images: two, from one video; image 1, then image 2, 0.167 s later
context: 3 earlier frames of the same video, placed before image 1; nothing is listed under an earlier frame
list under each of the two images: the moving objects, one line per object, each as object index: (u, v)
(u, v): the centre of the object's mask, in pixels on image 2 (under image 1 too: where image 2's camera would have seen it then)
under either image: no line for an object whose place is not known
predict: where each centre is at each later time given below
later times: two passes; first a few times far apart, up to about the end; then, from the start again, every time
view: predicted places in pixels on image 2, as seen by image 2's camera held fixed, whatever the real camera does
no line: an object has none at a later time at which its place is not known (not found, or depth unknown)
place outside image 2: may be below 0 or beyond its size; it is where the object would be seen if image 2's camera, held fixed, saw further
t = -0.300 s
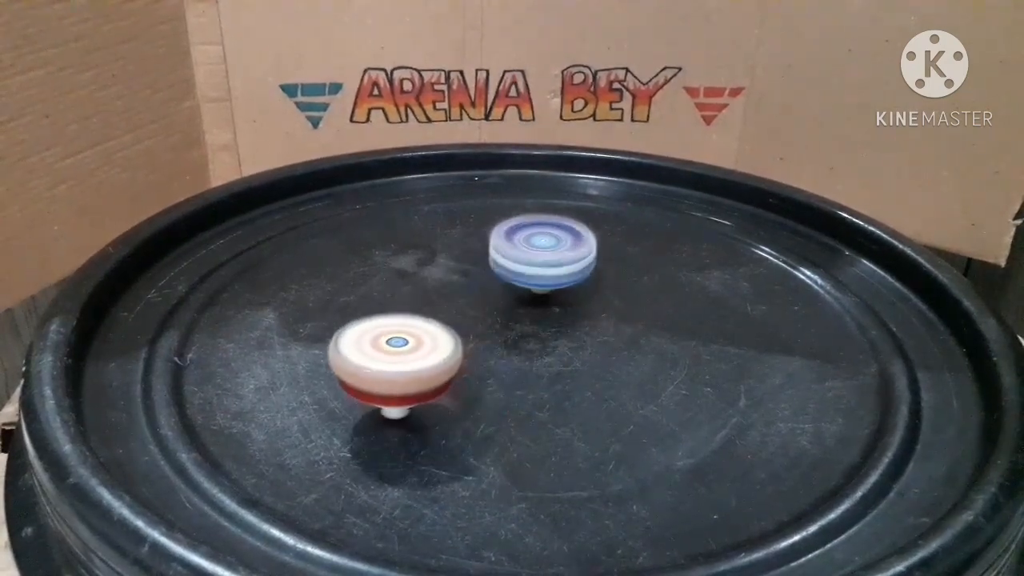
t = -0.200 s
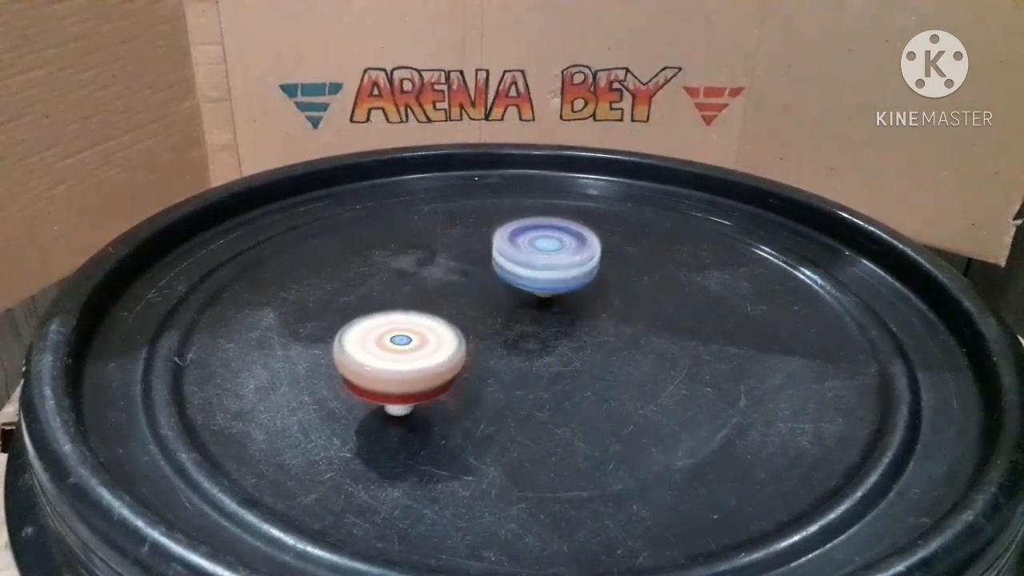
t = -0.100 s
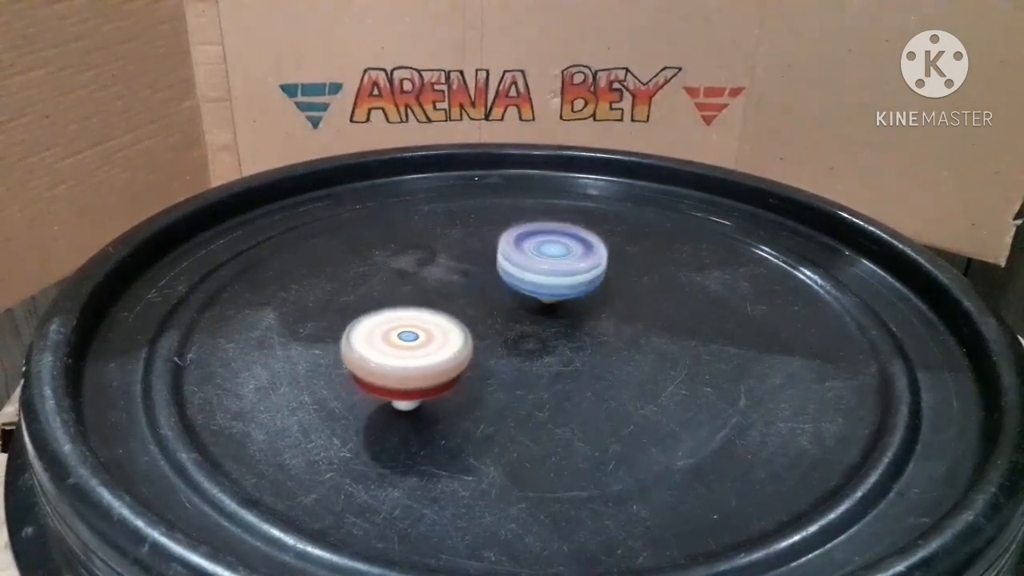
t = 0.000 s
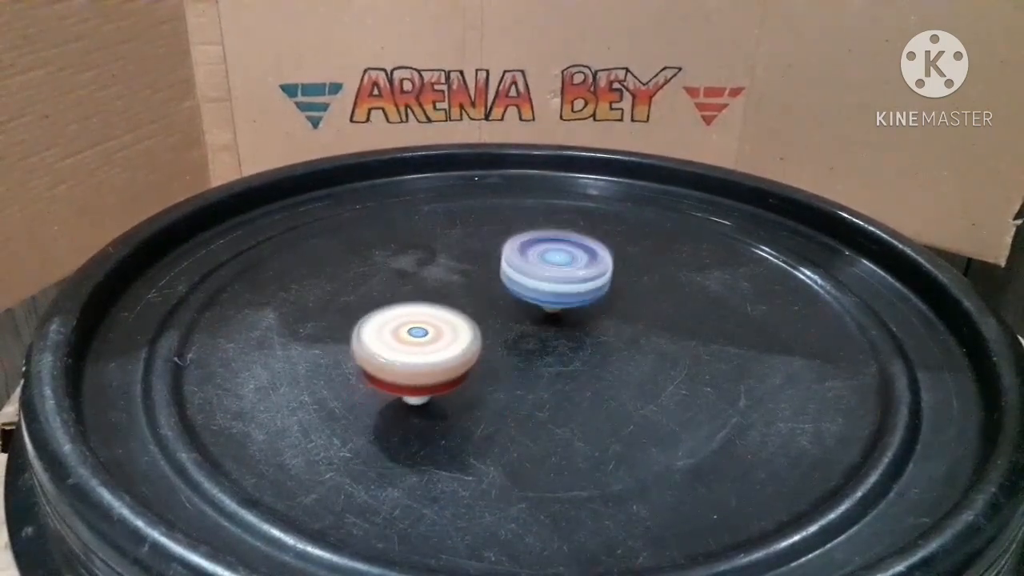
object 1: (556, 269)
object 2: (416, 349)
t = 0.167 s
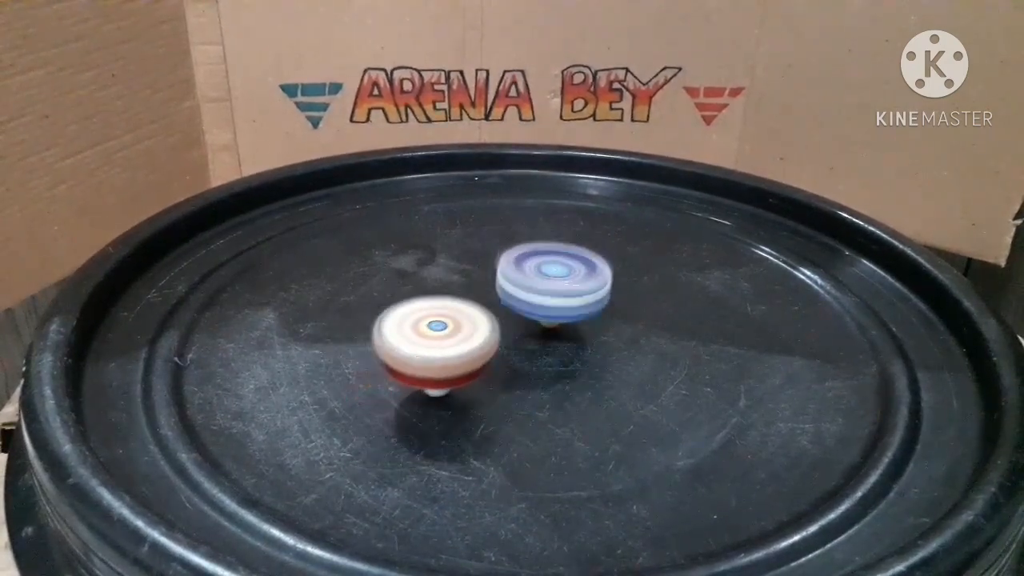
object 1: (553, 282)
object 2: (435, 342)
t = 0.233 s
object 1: (554, 288)
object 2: (445, 340)
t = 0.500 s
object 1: (607, 300)
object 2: (429, 352)
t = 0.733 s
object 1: (673, 291)
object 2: (392, 364)
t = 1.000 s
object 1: (699, 279)
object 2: (376, 358)
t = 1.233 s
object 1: (685, 280)
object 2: (396, 342)
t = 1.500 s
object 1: (618, 292)
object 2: (442, 327)
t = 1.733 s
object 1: (583, 303)
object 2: (449, 332)
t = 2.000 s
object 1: (591, 307)
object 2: (426, 342)
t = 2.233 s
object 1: (592, 311)
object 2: (405, 340)
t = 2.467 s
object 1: (586, 317)
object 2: (404, 331)
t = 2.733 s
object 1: (579, 326)
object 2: (427, 322)
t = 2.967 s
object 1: (580, 337)
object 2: (450, 319)
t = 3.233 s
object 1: (601, 353)
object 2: (454, 319)
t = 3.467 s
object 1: (608, 356)
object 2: (460, 320)
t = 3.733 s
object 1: (597, 355)
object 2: (464, 323)
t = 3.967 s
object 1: (577, 355)
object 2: (460, 323)
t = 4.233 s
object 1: (560, 362)
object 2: (452, 317)
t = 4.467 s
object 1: (542, 369)
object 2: (457, 309)
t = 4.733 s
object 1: (520, 376)
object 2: (472, 302)
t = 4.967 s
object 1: (503, 382)
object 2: (483, 303)
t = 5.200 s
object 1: (489, 388)
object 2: (486, 307)
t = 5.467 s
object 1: (472, 391)
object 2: (479, 309)
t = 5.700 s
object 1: (461, 390)
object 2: (473, 307)
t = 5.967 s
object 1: (443, 385)
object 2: (478, 304)
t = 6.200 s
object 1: (421, 377)
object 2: (486, 304)
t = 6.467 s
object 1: (393, 365)
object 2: (494, 311)
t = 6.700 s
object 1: (377, 353)
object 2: (494, 315)
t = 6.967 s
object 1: (351, 338)
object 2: (495, 318)
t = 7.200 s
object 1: (338, 328)
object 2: (496, 319)
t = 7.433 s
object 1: (347, 319)
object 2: (489, 321)
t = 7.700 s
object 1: (361, 301)
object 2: (486, 321)
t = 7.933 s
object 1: (367, 286)
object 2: (488, 323)
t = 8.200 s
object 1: (378, 274)
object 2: (486, 323)
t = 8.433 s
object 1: (389, 268)
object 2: (484, 321)
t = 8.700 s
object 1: (410, 262)
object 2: (485, 317)
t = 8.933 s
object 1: (437, 258)
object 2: (493, 314)
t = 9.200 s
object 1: (475, 253)
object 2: (500, 315)
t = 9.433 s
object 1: (503, 253)
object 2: (495, 319)
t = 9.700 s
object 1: (525, 254)
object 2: (482, 318)
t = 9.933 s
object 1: (546, 258)
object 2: (477, 312)
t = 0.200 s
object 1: (553, 285)
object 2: (440, 340)
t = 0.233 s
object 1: (554, 288)
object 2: (445, 340)
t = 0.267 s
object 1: (555, 291)
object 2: (449, 339)
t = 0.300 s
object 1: (557, 294)
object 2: (454, 338)
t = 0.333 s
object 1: (560, 297)
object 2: (458, 337)
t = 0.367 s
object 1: (563, 300)
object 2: (462, 337)
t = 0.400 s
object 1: (570, 301)
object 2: (457, 341)
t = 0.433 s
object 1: (583, 300)
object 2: (445, 345)
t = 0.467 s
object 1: (595, 300)
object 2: (436, 349)
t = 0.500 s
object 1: (607, 300)
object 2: (429, 352)
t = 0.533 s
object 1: (619, 299)
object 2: (423, 354)
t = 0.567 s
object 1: (629, 298)
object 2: (418, 356)
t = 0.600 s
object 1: (639, 297)
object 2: (413, 358)
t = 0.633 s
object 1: (649, 295)
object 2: (407, 360)
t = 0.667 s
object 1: (658, 294)
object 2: (402, 361)
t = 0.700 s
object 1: (666, 292)
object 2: (397, 363)
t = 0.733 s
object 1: (673, 291)
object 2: (392, 364)
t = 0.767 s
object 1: (680, 289)
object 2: (387, 364)
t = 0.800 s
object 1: (686, 288)
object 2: (383, 364)
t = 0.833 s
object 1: (690, 285)
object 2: (380, 363)
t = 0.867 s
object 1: (693, 284)
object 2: (378, 363)
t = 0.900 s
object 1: (696, 283)
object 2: (377, 362)
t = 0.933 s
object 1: (698, 281)
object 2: (375, 361)
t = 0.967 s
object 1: (699, 280)
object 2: (375, 359)
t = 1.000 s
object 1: (699, 279)
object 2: (376, 358)
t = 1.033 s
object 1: (699, 279)
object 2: (376, 356)
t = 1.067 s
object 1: (698, 278)
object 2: (378, 354)
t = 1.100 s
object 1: (697, 278)
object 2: (380, 352)
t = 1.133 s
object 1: (696, 278)
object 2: (383, 349)
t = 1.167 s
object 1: (693, 279)
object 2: (387, 347)
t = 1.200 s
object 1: (689, 279)
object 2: (391, 344)
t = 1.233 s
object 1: (685, 280)
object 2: (396, 342)
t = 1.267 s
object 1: (679, 280)
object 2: (401, 340)
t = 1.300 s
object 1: (673, 282)
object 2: (406, 338)
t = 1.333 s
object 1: (665, 283)
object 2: (411, 336)
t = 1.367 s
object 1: (657, 284)
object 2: (417, 333)
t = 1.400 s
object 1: (648, 286)
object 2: (423, 331)
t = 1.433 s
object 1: (638, 288)
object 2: (430, 329)
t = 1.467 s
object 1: (628, 290)
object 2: (436, 328)
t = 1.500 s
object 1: (618, 292)
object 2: (442, 327)
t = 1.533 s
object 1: (608, 295)
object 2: (449, 326)
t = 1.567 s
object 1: (597, 297)
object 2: (455, 325)
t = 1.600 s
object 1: (588, 299)
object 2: (463, 325)
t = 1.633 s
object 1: (581, 302)
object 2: (466, 326)
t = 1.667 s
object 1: (582, 302)
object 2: (458, 328)
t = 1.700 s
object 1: (582, 302)
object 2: (453, 330)
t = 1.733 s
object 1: (583, 303)
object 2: (449, 332)
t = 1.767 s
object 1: (584, 303)
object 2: (447, 334)
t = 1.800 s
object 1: (585, 304)
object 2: (445, 336)
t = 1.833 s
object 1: (587, 304)
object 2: (442, 337)
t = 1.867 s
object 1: (588, 305)
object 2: (439, 339)
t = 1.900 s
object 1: (589, 305)
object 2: (436, 340)
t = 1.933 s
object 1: (590, 306)
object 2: (434, 341)
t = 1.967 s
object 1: (591, 306)
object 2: (430, 342)
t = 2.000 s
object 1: (591, 307)
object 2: (426, 342)
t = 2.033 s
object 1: (592, 307)
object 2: (422, 343)
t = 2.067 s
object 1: (592, 308)
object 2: (419, 343)
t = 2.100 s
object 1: (592, 308)
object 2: (415, 342)
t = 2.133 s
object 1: (592, 309)
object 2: (412, 342)
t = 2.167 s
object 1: (592, 310)
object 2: (409, 341)
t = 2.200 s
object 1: (592, 310)
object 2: (407, 341)
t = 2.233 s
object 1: (592, 311)
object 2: (405, 340)
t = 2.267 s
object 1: (591, 312)
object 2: (404, 339)
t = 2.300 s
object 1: (591, 312)
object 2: (402, 338)
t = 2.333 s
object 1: (590, 313)
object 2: (402, 337)
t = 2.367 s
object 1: (589, 314)
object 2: (402, 336)
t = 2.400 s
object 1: (589, 315)
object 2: (402, 334)
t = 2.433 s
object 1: (587, 316)
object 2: (403, 333)
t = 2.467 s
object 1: (586, 317)
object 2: (404, 331)
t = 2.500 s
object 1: (585, 318)
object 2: (406, 330)
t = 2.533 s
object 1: (584, 319)
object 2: (408, 329)
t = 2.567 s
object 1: (583, 320)
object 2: (410, 327)
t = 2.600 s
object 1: (583, 321)
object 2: (413, 326)
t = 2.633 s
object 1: (582, 322)
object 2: (416, 325)
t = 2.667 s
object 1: (581, 323)
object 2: (419, 324)
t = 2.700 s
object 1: (580, 325)
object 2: (423, 323)
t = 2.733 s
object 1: (579, 326)
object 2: (427, 322)
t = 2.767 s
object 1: (579, 328)
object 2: (430, 321)
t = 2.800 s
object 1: (578, 329)
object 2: (435, 321)
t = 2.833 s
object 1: (577, 331)
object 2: (439, 320)
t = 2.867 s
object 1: (576, 332)
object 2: (443, 320)
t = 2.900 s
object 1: (575, 334)
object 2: (448, 320)
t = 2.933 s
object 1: (576, 335)
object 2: (451, 320)
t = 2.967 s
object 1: (580, 337)
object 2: (450, 319)
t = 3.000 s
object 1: (583, 340)
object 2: (451, 319)
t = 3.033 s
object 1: (587, 342)
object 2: (452, 318)
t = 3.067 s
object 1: (590, 345)
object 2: (452, 318)
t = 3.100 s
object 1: (593, 347)
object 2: (453, 318)
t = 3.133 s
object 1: (596, 349)
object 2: (453, 318)
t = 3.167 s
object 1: (598, 351)
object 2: (454, 318)
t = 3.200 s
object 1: (600, 352)
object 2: (454, 319)
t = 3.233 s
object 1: (601, 353)
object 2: (454, 319)
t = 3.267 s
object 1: (603, 354)
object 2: (455, 319)
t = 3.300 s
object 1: (605, 355)
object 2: (456, 319)
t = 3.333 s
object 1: (606, 355)
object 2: (457, 319)
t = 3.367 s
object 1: (607, 356)
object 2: (458, 319)
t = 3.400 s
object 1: (608, 356)
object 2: (458, 320)
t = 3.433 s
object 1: (608, 356)
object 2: (459, 320)
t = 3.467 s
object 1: (608, 356)
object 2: (460, 320)
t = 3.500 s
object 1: (608, 356)
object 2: (461, 320)
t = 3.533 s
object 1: (608, 356)
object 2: (462, 321)
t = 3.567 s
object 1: (607, 356)
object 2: (462, 321)
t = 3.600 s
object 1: (606, 356)
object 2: (463, 322)
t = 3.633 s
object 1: (604, 356)
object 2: (463, 322)
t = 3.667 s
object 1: (602, 356)
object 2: (464, 322)
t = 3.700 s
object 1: (600, 355)
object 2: (464, 323)
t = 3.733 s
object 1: (597, 355)
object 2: (464, 323)
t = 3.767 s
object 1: (594, 355)
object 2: (464, 324)
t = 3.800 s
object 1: (590, 355)
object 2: (464, 324)
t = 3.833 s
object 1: (586, 354)
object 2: (464, 324)
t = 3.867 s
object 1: (582, 354)
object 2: (464, 325)
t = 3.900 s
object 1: (580, 354)
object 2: (462, 325)
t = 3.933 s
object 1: (578, 355)
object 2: (461, 324)
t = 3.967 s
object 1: (577, 355)
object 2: (460, 323)
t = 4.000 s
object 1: (575, 356)
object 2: (458, 323)
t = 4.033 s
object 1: (573, 357)
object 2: (457, 322)
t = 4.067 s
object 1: (572, 357)
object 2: (456, 321)
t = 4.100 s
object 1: (569, 359)
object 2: (455, 320)
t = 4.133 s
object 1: (568, 359)
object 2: (454, 320)
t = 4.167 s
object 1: (565, 360)
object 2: (453, 319)
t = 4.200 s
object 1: (563, 361)
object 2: (453, 318)
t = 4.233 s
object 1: (560, 362)
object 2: (452, 317)
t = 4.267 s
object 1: (558, 363)
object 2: (452, 316)
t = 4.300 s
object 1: (556, 364)
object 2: (452, 315)
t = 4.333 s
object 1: (552, 365)
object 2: (452, 313)
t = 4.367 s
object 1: (550, 366)
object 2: (453, 313)
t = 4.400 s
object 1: (547, 367)
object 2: (454, 312)
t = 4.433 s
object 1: (545, 368)
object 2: (455, 311)
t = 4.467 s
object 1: (542, 369)
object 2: (457, 309)
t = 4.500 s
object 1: (539, 370)
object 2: (458, 308)
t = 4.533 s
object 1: (537, 371)
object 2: (460, 307)
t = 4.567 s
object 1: (535, 371)
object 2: (462, 306)
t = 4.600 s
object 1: (532, 372)
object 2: (463, 305)
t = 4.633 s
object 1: (528, 373)
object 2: (466, 304)
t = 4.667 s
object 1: (526, 374)
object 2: (467, 303)
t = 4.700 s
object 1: (523, 375)
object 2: (470, 302)
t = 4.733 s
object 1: (520, 376)
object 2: (472, 302)
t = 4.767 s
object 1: (518, 377)
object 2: (474, 302)
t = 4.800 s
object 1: (516, 378)
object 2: (476, 303)
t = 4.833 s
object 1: (513, 379)
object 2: (477, 303)
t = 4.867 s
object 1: (510, 380)
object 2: (478, 303)
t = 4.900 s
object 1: (508, 381)
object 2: (480, 303)
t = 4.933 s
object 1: (506, 382)
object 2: (481, 304)
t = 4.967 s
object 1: (503, 382)
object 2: (483, 303)
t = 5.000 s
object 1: (501, 383)
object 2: (483, 304)
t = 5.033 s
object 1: (499, 384)
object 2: (484, 305)
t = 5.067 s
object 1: (497, 384)
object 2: (486, 305)
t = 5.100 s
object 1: (495, 385)
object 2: (485, 307)
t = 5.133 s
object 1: (493, 386)
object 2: (486, 307)
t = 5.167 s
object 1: (491, 387)
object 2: (486, 307)
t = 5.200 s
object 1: (489, 388)
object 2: (486, 307)
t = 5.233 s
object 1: (486, 388)
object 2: (486, 308)
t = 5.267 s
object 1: (484, 389)
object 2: (485, 308)
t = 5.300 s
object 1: (481, 390)
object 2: (484, 308)
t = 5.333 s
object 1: (480, 390)
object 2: (483, 308)
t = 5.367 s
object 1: (478, 391)
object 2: (482, 309)
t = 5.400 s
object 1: (476, 391)
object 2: (481, 309)
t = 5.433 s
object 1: (474, 391)
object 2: (480, 309)
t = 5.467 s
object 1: (472, 391)
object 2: (479, 309)
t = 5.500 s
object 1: (471, 391)
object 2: (478, 309)
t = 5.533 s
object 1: (469, 391)
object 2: (477, 309)
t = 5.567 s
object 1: (468, 391)
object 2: (477, 308)
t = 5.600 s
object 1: (466, 391)
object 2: (476, 308)
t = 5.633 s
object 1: (465, 391)
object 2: (475, 308)
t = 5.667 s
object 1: (462, 390)
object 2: (474, 307)
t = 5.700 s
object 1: (461, 390)
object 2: (473, 307)
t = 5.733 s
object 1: (459, 390)
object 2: (473, 306)
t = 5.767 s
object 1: (457, 389)
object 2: (474, 306)
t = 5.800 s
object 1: (455, 389)
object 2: (474, 306)
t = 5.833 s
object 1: (453, 388)
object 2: (475, 305)
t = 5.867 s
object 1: (451, 387)
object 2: (475, 305)
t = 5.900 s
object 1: (448, 387)
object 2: (475, 304)
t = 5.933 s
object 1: (446, 385)
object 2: (477, 304)
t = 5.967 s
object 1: (443, 385)
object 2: (478, 304)
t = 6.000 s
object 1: (440, 383)
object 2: (479, 304)
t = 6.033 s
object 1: (437, 383)
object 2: (480, 303)
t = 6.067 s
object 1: (434, 381)
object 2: (481, 303)
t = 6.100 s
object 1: (431, 380)
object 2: (482, 303)
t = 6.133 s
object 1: (428, 380)
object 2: (484, 303)
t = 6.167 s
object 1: (425, 378)
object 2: (485, 303)
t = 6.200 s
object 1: (421, 377)
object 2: (486, 304)
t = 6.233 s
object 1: (417, 376)
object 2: (488, 305)
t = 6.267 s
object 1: (414, 374)
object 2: (489, 306)
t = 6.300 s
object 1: (410, 373)
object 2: (490, 307)
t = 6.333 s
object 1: (406, 372)
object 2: (491, 308)
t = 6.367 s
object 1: (403, 370)
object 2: (492, 308)
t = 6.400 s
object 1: (399, 368)
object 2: (492, 309)
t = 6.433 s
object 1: (396, 367)
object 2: (493, 310)
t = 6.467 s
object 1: (393, 365)
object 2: (494, 311)
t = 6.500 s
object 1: (390, 363)
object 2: (494, 311)
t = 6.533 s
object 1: (388, 362)
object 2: (494, 312)
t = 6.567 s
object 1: (385, 360)
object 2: (494, 313)
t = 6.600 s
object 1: (382, 358)
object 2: (494, 314)
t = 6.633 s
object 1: (380, 356)
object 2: (494, 314)
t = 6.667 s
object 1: (378, 355)
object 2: (494, 315)
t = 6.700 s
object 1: (377, 353)
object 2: (494, 315)
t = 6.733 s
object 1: (374, 351)
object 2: (492, 315)
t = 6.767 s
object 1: (372, 349)
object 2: (491, 316)
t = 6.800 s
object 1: (371, 347)
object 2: (490, 316)
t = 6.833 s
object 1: (370, 345)
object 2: (490, 317)
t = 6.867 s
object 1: (365, 344)
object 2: (492, 317)
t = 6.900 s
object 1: (360, 342)
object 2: (493, 317)
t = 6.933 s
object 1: (356, 340)
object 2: (494, 317)
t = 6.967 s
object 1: (351, 338)
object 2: (495, 318)
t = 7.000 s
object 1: (348, 337)
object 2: (497, 318)
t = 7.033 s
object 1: (345, 335)
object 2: (498, 318)
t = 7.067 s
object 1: (343, 334)
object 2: (498, 319)
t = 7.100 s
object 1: (341, 332)
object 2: (498, 319)
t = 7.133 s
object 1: (339, 331)
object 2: (497, 319)
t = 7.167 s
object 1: (339, 329)
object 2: (496, 319)
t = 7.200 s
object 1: (338, 328)
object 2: (496, 319)
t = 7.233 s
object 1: (339, 327)
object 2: (496, 319)
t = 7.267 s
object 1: (339, 326)
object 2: (496, 320)
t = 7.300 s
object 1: (339, 325)
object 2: (495, 320)
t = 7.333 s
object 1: (340, 323)
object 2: (493, 320)
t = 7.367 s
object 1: (342, 322)
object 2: (492, 321)
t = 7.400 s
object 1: (345, 321)
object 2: (490, 321)
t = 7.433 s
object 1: (347, 319)
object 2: (489, 321)
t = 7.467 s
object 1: (350, 317)
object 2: (487, 321)
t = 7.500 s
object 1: (354, 316)
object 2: (486, 321)
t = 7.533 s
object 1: (357, 314)
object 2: (484, 320)
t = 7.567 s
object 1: (358, 312)
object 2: (484, 320)
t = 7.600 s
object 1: (359, 309)
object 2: (484, 320)
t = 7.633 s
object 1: (359, 306)
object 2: (485, 320)
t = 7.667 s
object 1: (361, 304)
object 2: (486, 320)
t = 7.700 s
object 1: (361, 301)
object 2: (486, 321)
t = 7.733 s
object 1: (362, 299)
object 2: (487, 321)
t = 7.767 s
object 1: (362, 296)
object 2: (487, 321)
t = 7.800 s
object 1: (363, 294)
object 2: (488, 321)
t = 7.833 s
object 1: (364, 292)
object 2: (488, 322)
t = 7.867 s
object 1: (365, 290)
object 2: (488, 322)
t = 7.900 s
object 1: (366, 288)
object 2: (488, 322)
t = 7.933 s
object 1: (367, 286)
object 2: (488, 323)
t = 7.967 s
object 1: (368, 284)
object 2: (488, 323)
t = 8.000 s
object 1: (369, 283)
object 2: (488, 323)
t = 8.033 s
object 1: (371, 281)
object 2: (488, 323)
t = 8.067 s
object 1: (372, 280)
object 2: (488, 323)
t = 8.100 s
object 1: (373, 278)
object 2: (487, 323)
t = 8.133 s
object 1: (375, 277)
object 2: (487, 323)
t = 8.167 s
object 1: (376, 276)
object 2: (486, 323)
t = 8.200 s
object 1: (378, 274)
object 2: (486, 323)
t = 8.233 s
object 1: (379, 273)
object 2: (486, 323)
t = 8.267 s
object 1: (381, 272)
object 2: (486, 323)
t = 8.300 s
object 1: (383, 272)
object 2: (485, 322)
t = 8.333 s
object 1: (384, 270)
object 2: (485, 322)
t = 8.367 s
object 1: (386, 270)
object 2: (484, 322)
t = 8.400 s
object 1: (388, 269)
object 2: (484, 322)
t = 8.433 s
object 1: (389, 268)
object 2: (484, 321)
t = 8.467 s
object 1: (391, 267)
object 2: (484, 321)
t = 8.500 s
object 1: (394, 267)
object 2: (485, 320)
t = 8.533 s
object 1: (396, 266)
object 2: (484, 320)
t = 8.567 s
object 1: (399, 265)
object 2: (484, 319)
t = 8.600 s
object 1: (401, 264)
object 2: (484, 318)
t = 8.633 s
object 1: (404, 264)
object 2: (485, 318)
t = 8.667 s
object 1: (406, 263)
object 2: (485, 317)
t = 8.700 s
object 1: (410, 262)
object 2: (485, 317)
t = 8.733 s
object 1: (412, 262)
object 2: (486, 316)
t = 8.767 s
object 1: (416, 261)
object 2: (487, 315)
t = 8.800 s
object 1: (420, 260)
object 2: (488, 315)
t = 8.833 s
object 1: (424, 259)
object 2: (489, 315)
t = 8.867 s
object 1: (429, 258)
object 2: (490, 314)
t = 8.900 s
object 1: (433, 258)
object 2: (492, 314)
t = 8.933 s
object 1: (437, 258)
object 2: (493, 314)
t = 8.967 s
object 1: (441, 257)
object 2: (494, 313)
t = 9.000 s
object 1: (446, 257)
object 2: (495, 313)
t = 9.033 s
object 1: (450, 256)
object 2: (496, 313)
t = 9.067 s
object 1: (456, 255)
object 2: (497, 313)
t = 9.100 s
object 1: (461, 255)
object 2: (498, 314)
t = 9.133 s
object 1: (466, 254)
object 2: (499, 314)
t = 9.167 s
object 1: (471, 254)
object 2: (499, 315)
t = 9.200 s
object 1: (475, 253)
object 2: (500, 315)
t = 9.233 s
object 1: (481, 253)
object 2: (499, 316)
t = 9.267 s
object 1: (486, 253)
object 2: (499, 316)
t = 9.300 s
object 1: (489, 252)
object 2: (499, 317)
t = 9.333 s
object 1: (494, 252)
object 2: (498, 318)
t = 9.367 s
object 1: (498, 253)
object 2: (497, 318)
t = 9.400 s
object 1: (501, 253)
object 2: (496, 318)
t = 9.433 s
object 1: (503, 253)
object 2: (495, 319)
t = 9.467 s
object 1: (507, 253)
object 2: (494, 319)
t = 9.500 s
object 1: (510, 252)
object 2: (492, 319)
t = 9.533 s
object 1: (513, 253)
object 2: (490, 319)
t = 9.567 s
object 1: (516, 253)
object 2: (489, 319)
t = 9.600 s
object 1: (518, 253)
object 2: (487, 319)
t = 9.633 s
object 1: (520, 253)
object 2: (485, 319)
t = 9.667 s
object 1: (524, 254)
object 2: (484, 318)
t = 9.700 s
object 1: (525, 254)
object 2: (482, 318)
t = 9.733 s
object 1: (530, 254)
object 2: (481, 317)
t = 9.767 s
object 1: (531, 255)
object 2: (480, 317)
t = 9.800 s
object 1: (534, 254)
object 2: (479, 316)
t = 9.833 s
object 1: (537, 256)
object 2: (478, 315)
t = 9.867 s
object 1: (540, 256)
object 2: (478, 314)
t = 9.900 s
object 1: (544, 257)
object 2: (477, 313)
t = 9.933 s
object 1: (546, 258)
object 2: (477, 312)
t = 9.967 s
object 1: (551, 259)
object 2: (477, 311)
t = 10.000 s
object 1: (554, 260)
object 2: (478, 310)
